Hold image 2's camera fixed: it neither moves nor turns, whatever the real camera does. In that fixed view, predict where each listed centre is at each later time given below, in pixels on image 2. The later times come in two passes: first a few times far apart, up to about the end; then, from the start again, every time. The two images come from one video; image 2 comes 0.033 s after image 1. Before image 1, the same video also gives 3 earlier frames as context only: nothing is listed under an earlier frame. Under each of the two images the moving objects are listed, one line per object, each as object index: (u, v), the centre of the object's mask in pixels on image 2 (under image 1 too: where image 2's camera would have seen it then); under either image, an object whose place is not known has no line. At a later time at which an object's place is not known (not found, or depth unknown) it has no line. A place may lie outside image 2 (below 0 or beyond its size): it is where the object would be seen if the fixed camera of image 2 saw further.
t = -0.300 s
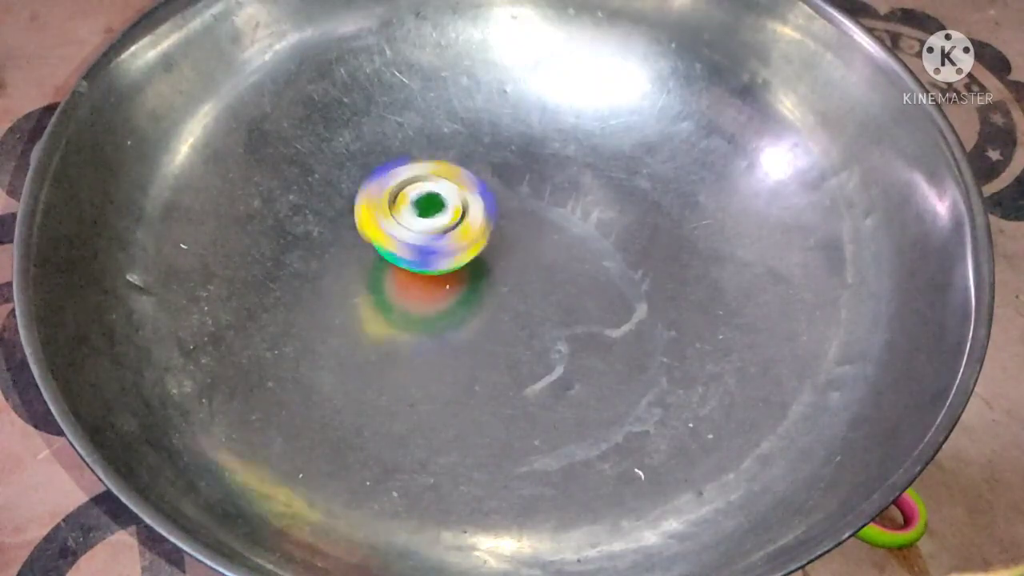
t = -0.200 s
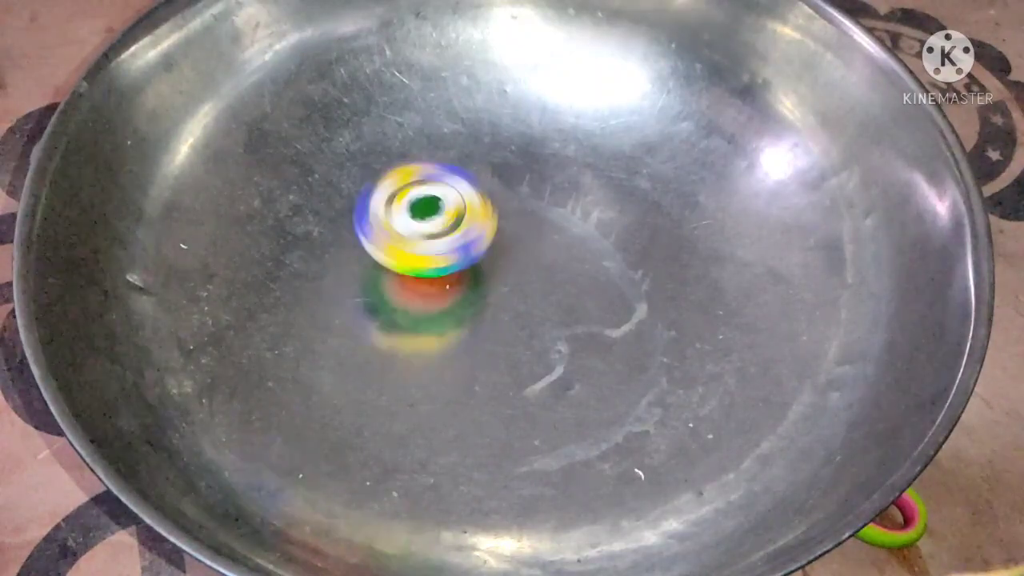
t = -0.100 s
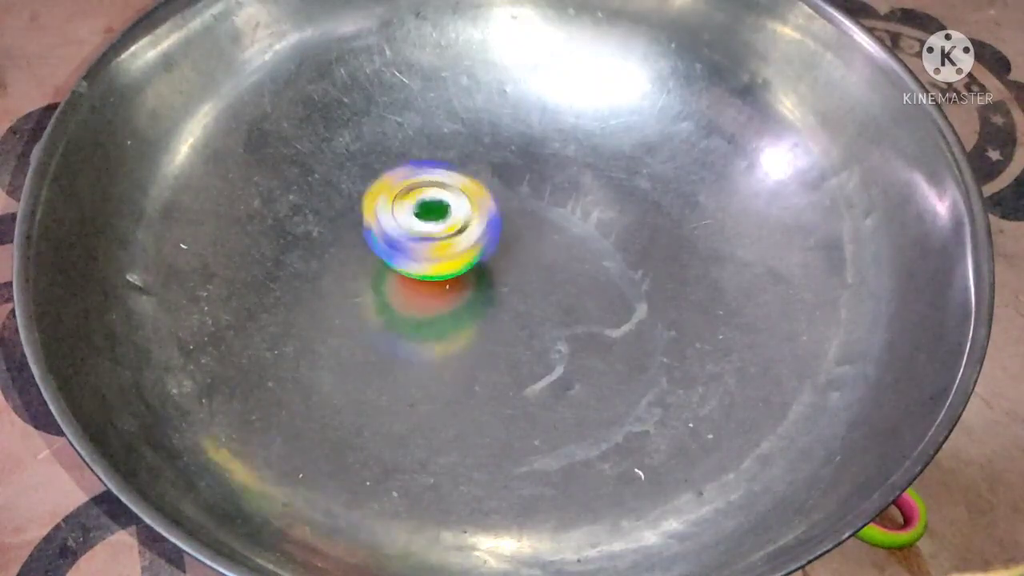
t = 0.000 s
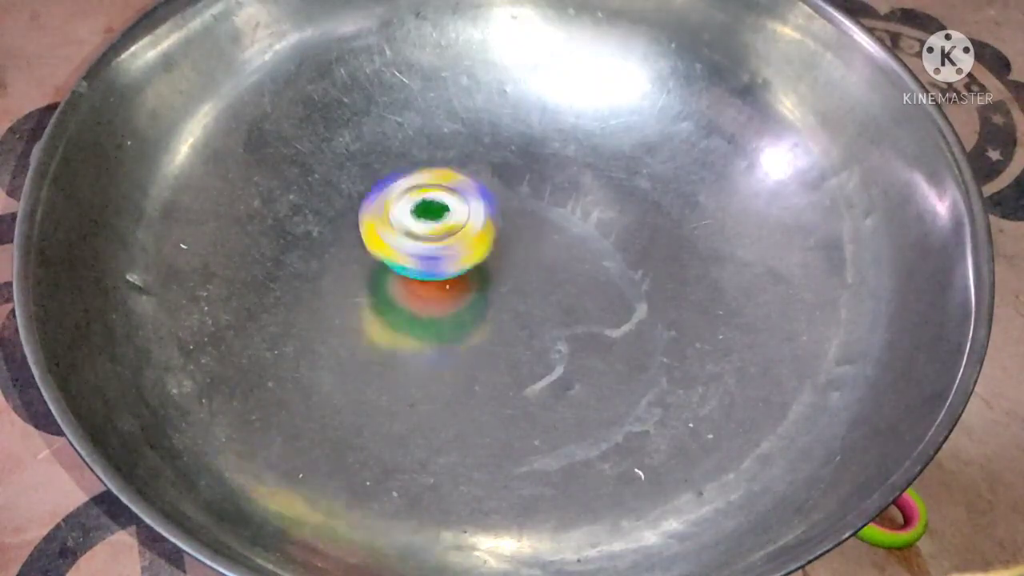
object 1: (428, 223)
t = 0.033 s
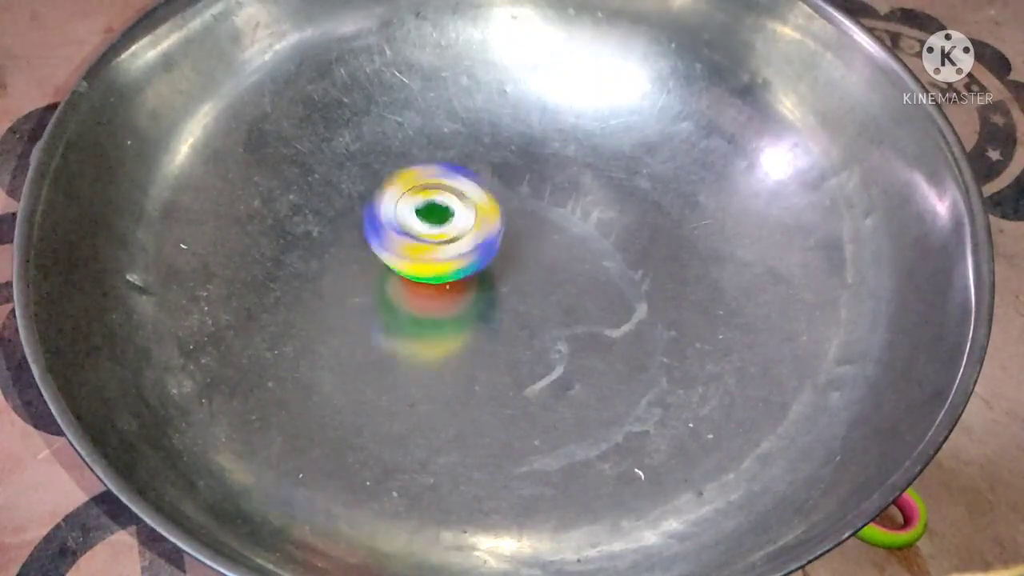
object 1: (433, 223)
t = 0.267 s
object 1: (436, 222)
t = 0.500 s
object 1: (434, 221)
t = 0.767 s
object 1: (426, 219)
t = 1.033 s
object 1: (424, 223)
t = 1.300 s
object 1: (425, 230)
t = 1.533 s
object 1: (430, 229)
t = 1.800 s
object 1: (424, 225)
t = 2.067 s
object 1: (421, 224)
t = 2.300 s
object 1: (419, 226)
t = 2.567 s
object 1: (420, 229)
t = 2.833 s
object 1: (423, 230)
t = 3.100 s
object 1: (420, 224)
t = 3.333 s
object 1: (419, 224)
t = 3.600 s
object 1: (418, 226)
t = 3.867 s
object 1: (419, 227)
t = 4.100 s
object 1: (424, 222)
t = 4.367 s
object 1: (417, 221)
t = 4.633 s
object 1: (416, 223)
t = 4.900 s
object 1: (427, 225)
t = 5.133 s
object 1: (426, 225)
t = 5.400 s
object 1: (420, 220)
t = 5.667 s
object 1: (417, 224)
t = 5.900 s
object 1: (418, 227)
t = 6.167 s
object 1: (421, 232)
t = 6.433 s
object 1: (416, 219)
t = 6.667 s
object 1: (411, 216)
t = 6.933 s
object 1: (415, 225)
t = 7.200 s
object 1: (433, 235)
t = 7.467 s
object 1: (454, 223)
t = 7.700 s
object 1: (457, 218)
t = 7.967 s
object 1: (447, 210)
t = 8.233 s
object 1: (408, 228)
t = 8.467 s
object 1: (401, 234)
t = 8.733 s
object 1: (417, 261)
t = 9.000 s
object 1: (426, 252)
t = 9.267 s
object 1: (440, 225)
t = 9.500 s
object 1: (434, 201)
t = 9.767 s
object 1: (425, 183)
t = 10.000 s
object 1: (437, 191)
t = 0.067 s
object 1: (431, 223)
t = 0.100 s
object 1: (436, 224)
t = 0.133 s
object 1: (433, 224)
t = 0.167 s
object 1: (437, 225)
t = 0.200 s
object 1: (435, 223)
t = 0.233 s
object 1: (437, 224)
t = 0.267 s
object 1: (436, 222)
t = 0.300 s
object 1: (437, 224)
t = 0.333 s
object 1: (437, 222)
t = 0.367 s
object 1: (437, 223)
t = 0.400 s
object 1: (437, 220)
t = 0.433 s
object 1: (436, 223)
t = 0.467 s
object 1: (437, 219)
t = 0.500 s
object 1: (434, 221)
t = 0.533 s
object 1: (436, 219)
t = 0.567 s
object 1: (431, 220)
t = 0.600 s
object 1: (435, 219)
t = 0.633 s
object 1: (430, 219)
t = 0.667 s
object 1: (432, 220)
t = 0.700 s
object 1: (428, 219)
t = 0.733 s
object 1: (430, 220)
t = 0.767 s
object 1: (426, 219)
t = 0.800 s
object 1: (425, 221)
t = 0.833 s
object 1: (425, 218)
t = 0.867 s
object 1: (424, 221)
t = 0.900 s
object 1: (424, 219)
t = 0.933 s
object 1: (421, 222)
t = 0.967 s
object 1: (424, 221)
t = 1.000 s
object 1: (421, 223)
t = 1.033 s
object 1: (424, 223)
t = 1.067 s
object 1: (421, 226)
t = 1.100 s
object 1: (424, 224)
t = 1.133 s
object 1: (421, 226)
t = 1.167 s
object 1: (425, 226)
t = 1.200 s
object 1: (422, 227)
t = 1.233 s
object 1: (426, 229)
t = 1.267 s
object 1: (423, 228)
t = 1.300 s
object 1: (425, 230)
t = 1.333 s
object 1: (425, 228)
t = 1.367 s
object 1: (425, 231)
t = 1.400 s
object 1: (426, 228)
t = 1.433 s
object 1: (425, 230)
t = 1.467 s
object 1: (428, 229)
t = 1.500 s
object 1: (425, 229)
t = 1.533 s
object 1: (430, 229)
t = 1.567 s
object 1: (427, 228)
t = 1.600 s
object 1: (428, 229)
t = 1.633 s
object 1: (427, 227)
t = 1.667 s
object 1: (426, 228)
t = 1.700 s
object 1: (427, 225)
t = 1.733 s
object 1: (426, 227)
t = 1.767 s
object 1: (427, 225)
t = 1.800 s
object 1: (424, 225)
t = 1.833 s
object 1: (426, 225)
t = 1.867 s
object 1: (423, 224)
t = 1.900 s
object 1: (423, 225)
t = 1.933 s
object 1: (422, 222)
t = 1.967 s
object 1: (421, 225)
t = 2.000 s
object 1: (421, 222)
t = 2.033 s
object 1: (418, 223)
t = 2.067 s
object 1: (421, 224)
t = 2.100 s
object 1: (417, 223)
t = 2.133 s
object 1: (419, 225)
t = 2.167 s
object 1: (417, 223)
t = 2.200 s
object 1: (417, 226)
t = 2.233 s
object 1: (418, 223)
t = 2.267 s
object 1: (415, 225)
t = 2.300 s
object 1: (419, 226)
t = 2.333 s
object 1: (416, 226)
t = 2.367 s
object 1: (418, 227)
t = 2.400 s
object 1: (418, 226)
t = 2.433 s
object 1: (418, 229)
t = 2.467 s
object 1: (420, 227)
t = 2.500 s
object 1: (418, 229)
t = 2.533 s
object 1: (422, 230)
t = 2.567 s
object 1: (420, 229)
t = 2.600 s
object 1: (422, 230)
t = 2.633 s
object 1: (421, 229)
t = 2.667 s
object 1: (421, 231)
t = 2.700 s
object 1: (424, 230)
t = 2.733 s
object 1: (421, 229)
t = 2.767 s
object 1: (425, 230)
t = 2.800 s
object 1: (421, 229)
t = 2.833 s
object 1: (423, 230)
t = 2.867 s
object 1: (424, 227)
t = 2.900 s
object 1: (421, 228)
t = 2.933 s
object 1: (424, 227)
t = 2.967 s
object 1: (420, 227)
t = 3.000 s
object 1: (423, 228)
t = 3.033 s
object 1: (421, 224)
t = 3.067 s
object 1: (419, 226)
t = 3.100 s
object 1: (420, 224)
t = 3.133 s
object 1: (418, 225)
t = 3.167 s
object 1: (422, 225)
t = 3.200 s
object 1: (417, 223)
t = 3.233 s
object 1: (415, 225)
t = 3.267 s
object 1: (416, 223)
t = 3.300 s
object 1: (416, 225)
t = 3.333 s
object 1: (419, 224)
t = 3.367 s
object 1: (414, 223)
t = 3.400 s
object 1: (414, 226)
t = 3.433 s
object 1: (416, 224)
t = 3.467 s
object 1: (416, 226)
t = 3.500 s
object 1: (418, 225)
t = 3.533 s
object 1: (414, 225)
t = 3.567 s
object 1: (417, 228)
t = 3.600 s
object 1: (418, 226)
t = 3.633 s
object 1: (418, 227)
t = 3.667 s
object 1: (420, 226)
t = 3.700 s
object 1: (416, 227)
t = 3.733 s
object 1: (420, 229)
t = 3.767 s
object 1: (421, 227)
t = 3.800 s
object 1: (421, 228)
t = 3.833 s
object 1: (422, 226)
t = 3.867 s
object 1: (419, 227)
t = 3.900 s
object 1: (423, 229)
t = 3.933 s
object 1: (424, 225)
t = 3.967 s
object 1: (422, 226)
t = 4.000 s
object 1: (423, 225)
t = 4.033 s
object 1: (420, 226)
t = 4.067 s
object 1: (424, 227)
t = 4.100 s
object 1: (424, 222)
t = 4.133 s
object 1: (420, 223)
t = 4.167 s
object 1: (421, 223)
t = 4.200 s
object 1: (418, 224)
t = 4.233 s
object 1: (422, 224)
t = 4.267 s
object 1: (420, 219)
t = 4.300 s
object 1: (416, 221)
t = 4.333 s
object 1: (419, 222)
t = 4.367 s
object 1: (417, 221)
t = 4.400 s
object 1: (422, 221)
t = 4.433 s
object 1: (416, 219)
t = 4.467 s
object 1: (415, 222)
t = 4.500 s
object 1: (418, 221)
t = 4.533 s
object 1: (417, 222)
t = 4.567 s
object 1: (422, 222)
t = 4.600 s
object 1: (418, 219)
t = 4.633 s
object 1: (416, 223)
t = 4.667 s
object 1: (421, 224)
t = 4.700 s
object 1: (420, 223)
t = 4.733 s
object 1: (423, 222)
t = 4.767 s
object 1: (423, 222)
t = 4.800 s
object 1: (423, 227)
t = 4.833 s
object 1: (431, 227)
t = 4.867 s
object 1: (428, 224)
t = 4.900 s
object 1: (427, 225)
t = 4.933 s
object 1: (427, 225)
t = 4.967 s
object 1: (425, 226)
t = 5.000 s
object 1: (430, 228)
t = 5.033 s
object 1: (430, 224)
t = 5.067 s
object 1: (429, 225)
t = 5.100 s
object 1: (429, 225)
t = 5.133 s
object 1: (426, 225)
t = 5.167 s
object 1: (428, 228)
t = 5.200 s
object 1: (431, 224)
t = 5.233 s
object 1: (427, 222)
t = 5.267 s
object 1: (425, 223)
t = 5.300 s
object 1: (423, 223)
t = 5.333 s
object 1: (423, 225)
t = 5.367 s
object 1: (426, 223)
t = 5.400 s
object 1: (420, 220)
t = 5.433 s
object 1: (418, 223)
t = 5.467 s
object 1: (421, 223)
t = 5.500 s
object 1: (419, 223)
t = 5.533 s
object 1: (419, 223)
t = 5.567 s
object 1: (416, 220)
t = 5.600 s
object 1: (411, 224)
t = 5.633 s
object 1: (416, 227)
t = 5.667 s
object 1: (417, 224)
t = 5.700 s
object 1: (416, 224)
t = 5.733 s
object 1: (417, 224)
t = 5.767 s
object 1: (412, 225)
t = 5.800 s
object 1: (413, 230)
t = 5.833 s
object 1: (419, 229)
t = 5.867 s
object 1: (418, 227)
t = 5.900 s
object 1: (418, 227)
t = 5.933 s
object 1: (419, 228)
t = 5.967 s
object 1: (419, 230)
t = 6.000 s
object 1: (424, 232)
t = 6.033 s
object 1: (425, 228)
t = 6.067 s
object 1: (421, 229)
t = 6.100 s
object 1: (422, 230)
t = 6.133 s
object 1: (421, 229)
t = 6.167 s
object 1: (421, 232)
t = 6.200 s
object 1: (426, 231)
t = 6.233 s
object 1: (424, 227)
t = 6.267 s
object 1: (422, 228)
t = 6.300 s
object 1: (422, 227)
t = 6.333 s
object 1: (420, 225)
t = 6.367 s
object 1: (422, 224)
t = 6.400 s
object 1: (423, 220)
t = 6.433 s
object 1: (416, 219)
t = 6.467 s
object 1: (415, 223)
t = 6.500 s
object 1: (418, 223)
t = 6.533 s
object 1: (419, 222)
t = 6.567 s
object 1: (417, 219)
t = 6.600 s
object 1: (410, 219)
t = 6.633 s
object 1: (410, 220)
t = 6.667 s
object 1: (411, 216)
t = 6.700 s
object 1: (405, 217)
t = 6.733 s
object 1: (406, 221)
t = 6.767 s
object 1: (410, 217)
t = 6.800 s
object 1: (406, 219)
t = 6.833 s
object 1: (409, 224)
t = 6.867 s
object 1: (414, 221)
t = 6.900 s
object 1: (413, 221)
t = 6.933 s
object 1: (415, 225)
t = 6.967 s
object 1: (419, 226)
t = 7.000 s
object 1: (417, 229)
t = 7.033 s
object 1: (420, 233)
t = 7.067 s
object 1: (428, 231)
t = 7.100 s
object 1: (425, 230)
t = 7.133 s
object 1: (426, 233)
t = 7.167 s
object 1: (433, 235)
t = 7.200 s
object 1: (433, 235)
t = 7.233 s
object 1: (434, 238)
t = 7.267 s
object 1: (443, 237)
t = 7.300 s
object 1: (441, 231)
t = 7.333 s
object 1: (437, 230)
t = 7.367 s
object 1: (442, 230)
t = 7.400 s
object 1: (449, 226)
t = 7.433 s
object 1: (450, 224)
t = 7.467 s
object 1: (454, 223)
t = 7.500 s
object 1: (460, 221)
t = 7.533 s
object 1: (460, 221)
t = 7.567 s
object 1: (460, 223)
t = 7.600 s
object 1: (466, 221)
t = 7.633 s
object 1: (459, 216)
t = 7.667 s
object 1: (455, 218)
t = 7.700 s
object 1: (457, 218)
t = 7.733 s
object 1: (455, 212)
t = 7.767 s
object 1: (449, 213)
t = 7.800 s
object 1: (453, 214)
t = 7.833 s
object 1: (453, 209)
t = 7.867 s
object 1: (446, 209)
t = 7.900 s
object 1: (444, 214)
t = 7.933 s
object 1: (450, 213)
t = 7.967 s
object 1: (447, 210)
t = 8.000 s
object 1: (437, 212)
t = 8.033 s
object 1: (433, 218)
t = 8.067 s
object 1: (431, 219)
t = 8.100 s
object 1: (427, 218)
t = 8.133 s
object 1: (422, 223)
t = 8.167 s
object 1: (420, 226)
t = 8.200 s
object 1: (415, 226)
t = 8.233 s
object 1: (408, 228)
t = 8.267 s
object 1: (407, 231)
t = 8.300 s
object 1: (406, 230)
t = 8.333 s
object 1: (401, 233)
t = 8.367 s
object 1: (400, 238)
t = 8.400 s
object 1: (407, 240)
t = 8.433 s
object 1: (407, 235)
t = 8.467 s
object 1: (401, 234)
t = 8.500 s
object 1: (404, 239)
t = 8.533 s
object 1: (411, 244)
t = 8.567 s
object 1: (413, 245)
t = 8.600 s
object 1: (411, 248)
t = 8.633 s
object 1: (415, 253)
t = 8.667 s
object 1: (421, 255)
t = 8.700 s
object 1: (422, 257)
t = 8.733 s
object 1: (417, 261)
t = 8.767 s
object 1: (419, 266)
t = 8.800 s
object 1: (426, 268)
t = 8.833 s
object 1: (431, 264)
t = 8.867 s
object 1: (433, 262)
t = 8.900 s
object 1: (432, 258)
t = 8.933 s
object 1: (426, 255)
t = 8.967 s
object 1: (424, 251)
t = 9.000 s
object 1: (426, 252)
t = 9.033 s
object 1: (433, 250)
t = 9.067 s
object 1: (436, 244)
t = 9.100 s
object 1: (437, 241)
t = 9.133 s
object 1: (437, 240)
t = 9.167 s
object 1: (441, 237)
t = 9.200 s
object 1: (443, 231)
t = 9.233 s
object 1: (443, 227)
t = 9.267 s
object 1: (440, 225)
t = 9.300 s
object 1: (441, 222)
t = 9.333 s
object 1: (444, 216)
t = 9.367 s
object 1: (442, 212)
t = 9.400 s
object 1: (436, 210)
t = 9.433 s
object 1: (435, 209)
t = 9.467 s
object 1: (437, 205)
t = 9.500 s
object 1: (434, 201)
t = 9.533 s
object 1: (428, 197)
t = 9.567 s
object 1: (427, 197)
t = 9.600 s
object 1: (427, 195)
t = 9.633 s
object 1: (424, 190)
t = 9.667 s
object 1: (421, 187)
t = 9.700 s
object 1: (420, 189)
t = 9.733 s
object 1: (425, 188)
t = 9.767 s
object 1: (425, 183)
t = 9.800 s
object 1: (422, 183)
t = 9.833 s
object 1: (418, 186)
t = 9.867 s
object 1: (425, 191)
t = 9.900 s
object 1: (434, 190)
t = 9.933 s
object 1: (436, 188)
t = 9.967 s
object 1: (434, 187)
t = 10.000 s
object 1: (437, 191)
